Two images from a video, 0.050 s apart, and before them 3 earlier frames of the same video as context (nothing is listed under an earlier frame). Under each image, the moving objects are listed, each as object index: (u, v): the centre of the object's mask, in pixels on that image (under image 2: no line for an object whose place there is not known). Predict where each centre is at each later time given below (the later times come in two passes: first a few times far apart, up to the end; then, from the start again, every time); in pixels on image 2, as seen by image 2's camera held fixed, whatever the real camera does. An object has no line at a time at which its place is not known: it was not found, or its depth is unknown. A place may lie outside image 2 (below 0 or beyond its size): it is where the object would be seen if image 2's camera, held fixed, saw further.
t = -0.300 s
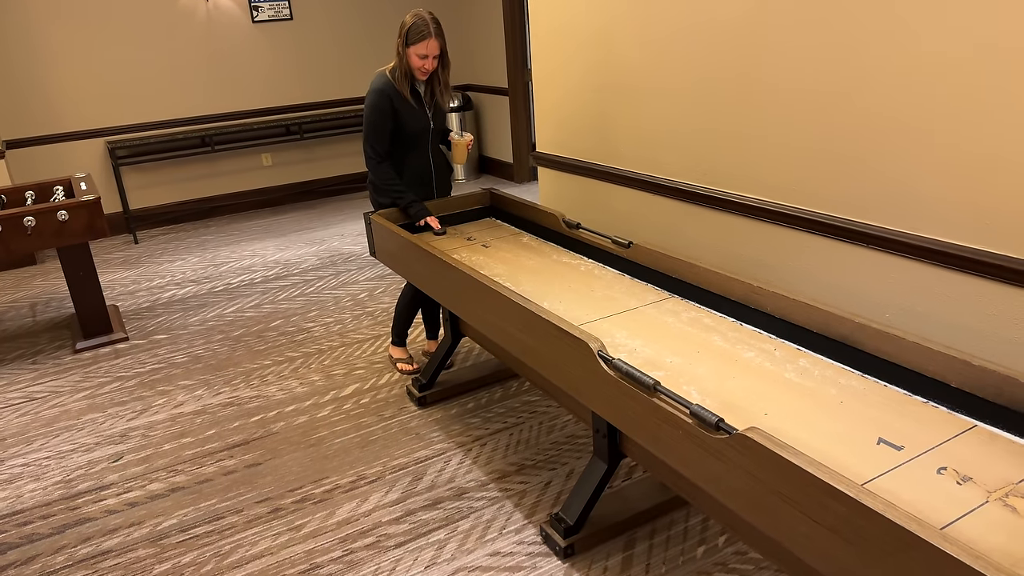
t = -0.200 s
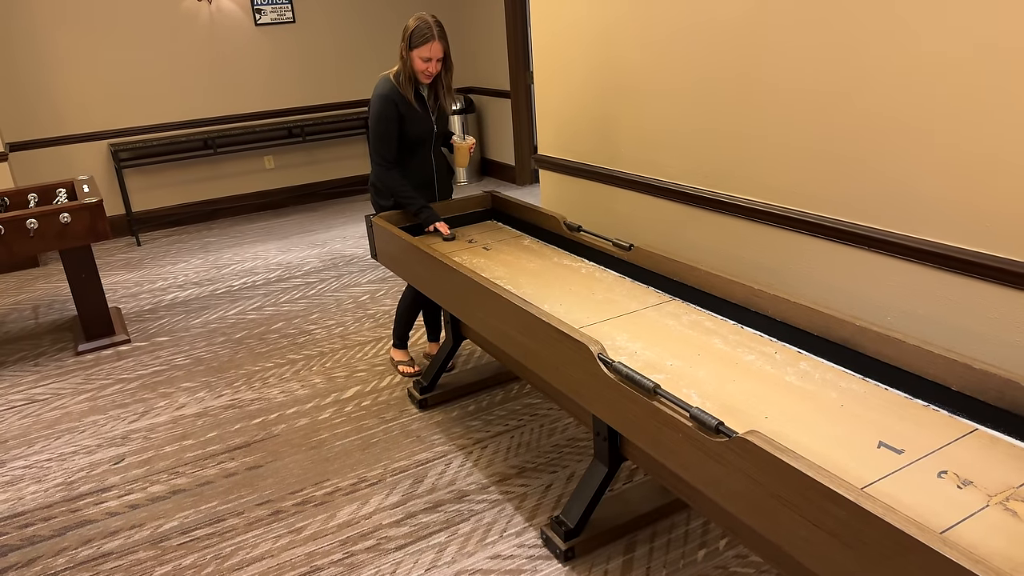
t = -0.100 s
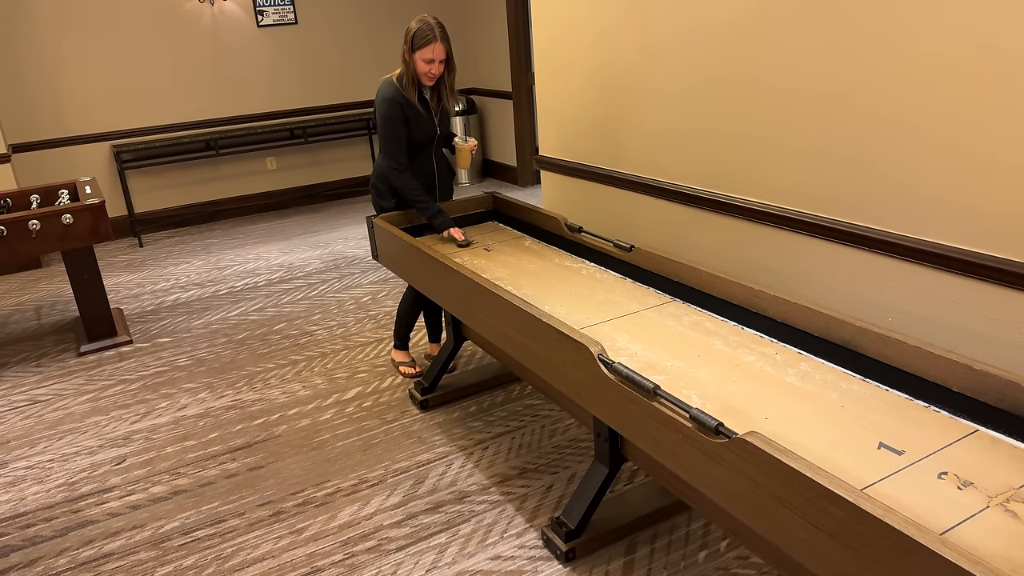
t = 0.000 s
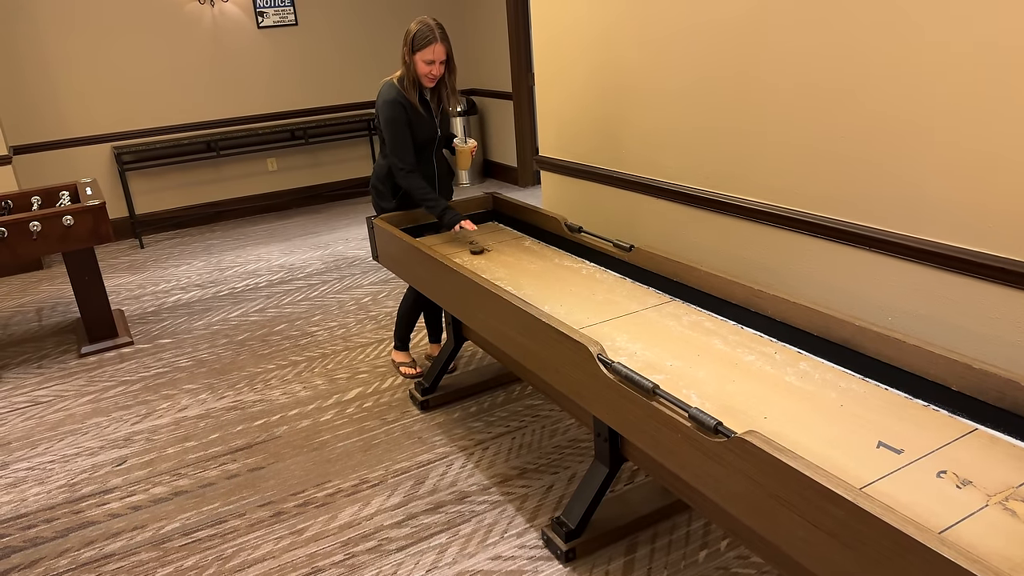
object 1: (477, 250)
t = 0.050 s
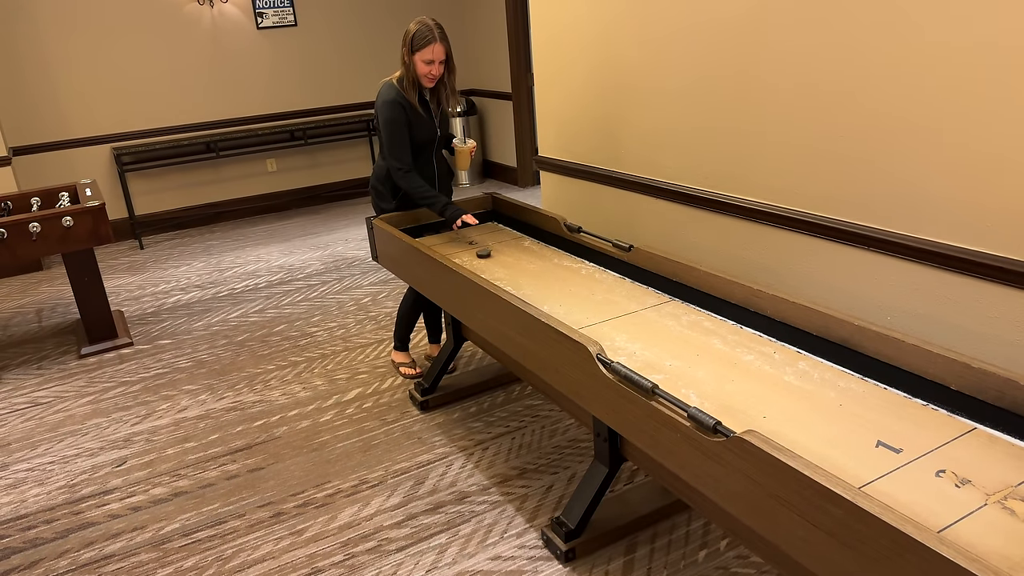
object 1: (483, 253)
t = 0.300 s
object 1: (521, 271)
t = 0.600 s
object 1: (575, 297)
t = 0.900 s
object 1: (641, 329)
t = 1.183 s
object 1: (718, 366)
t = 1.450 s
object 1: (809, 411)
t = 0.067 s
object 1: (485, 254)
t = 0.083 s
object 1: (488, 255)
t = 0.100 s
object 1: (490, 257)
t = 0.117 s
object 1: (493, 258)
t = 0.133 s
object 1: (495, 259)
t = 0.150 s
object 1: (498, 260)
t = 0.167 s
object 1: (500, 262)
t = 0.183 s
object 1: (503, 263)
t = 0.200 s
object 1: (506, 264)
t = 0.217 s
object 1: (508, 265)
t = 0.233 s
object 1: (511, 266)
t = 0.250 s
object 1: (513, 268)
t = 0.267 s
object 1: (516, 269)
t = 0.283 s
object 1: (519, 270)
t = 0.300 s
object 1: (521, 271)
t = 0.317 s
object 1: (524, 273)
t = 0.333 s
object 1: (527, 274)
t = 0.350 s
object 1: (530, 275)
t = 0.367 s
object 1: (532, 277)
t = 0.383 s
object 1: (535, 278)
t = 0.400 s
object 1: (538, 280)
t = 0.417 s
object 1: (541, 281)
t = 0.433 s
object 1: (544, 282)
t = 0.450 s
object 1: (547, 284)
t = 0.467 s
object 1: (550, 285)
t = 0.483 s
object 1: (553, 287)
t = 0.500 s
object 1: (556, 288)
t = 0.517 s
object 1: (559, 290)
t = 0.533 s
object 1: (562, 291)
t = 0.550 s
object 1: (566, 293)
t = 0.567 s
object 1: (569, 294)
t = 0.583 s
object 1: (572, 296)
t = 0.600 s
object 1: (575, 297)
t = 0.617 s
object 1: (578, 299)
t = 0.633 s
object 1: (582, 300)
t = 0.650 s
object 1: (585, 302)
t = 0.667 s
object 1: (589, 303)
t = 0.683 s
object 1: (592, 305)
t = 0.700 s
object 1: (595, 307)
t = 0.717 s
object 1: (599, 309)
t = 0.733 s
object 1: (603, 310)
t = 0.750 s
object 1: (606, 312)
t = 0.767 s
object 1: (610, 314)
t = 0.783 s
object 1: (614, 315)
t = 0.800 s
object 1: (617, 317)
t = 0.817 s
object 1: (621, 319)
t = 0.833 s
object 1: (625, 321)
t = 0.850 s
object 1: (629, 323)
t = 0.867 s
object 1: (633, 325)
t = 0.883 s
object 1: (637, 327)
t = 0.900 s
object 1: (641, 329)
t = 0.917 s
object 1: (645, 331)
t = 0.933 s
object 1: (649, 333)
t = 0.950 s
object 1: (653, 335)
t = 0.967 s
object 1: (657, 337)
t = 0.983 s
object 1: (662, 339)
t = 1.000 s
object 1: (666, 341)
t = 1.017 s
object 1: (670, 343)
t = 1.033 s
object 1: (675, 345)
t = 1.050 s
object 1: (679, 347)
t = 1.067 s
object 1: (684, 350)
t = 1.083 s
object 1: (688, 352)
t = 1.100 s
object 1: (693, 354)
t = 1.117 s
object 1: (698, 356)
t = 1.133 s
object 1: (703, 359)
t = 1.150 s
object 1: (707, 361)
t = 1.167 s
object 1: (713, 364)
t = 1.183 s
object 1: (718, 366)
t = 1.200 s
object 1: (723, 369)
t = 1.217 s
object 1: (728, 371)
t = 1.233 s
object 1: (733, 374)
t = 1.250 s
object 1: (738, 376)
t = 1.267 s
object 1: (744, 379)
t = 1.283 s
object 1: (749, 382)
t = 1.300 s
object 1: (755, 384)
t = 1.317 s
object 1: (761, 387)
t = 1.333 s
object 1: (766, 390)
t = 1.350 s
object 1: (772, 393)
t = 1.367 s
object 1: (779, 395)
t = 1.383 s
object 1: (784, 398)
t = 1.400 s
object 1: (790, 401)
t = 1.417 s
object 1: (797, 404)
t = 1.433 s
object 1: (803, 407)
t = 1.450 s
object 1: (809, 411)
